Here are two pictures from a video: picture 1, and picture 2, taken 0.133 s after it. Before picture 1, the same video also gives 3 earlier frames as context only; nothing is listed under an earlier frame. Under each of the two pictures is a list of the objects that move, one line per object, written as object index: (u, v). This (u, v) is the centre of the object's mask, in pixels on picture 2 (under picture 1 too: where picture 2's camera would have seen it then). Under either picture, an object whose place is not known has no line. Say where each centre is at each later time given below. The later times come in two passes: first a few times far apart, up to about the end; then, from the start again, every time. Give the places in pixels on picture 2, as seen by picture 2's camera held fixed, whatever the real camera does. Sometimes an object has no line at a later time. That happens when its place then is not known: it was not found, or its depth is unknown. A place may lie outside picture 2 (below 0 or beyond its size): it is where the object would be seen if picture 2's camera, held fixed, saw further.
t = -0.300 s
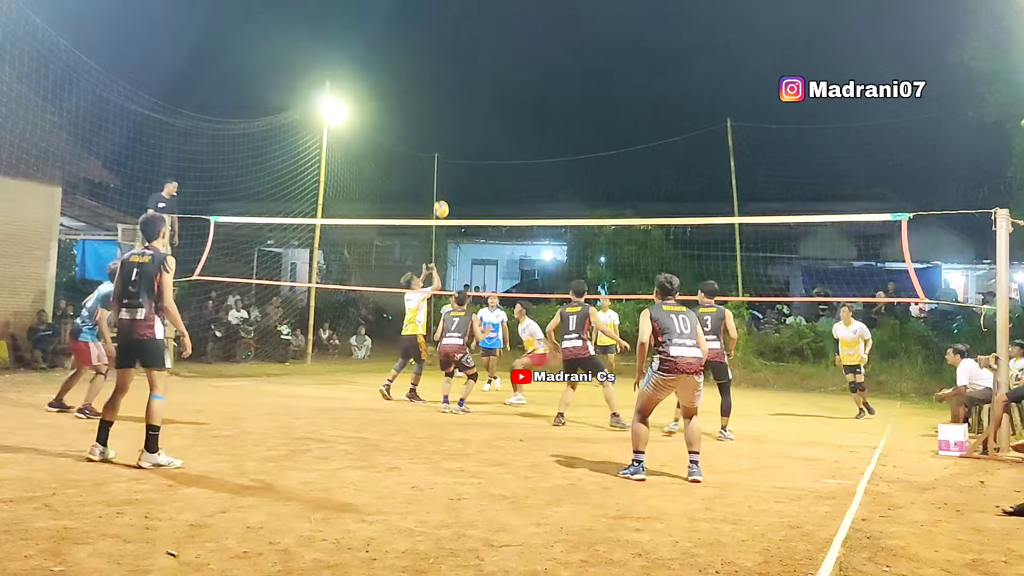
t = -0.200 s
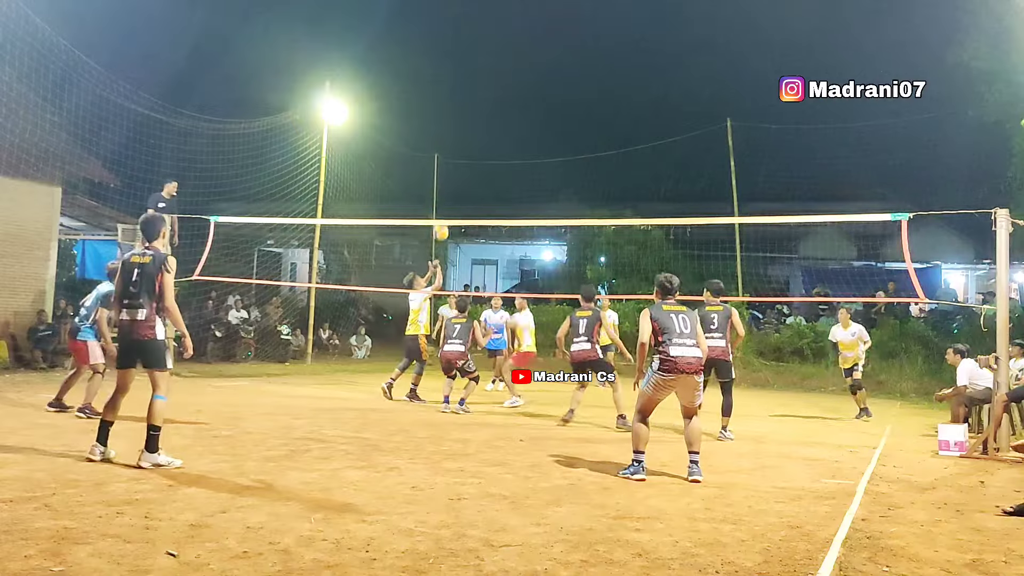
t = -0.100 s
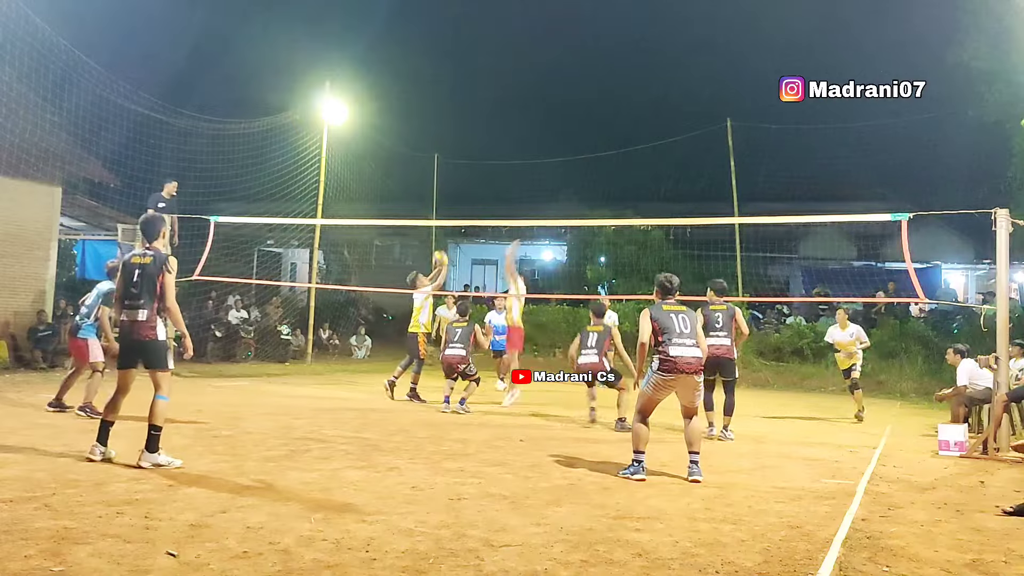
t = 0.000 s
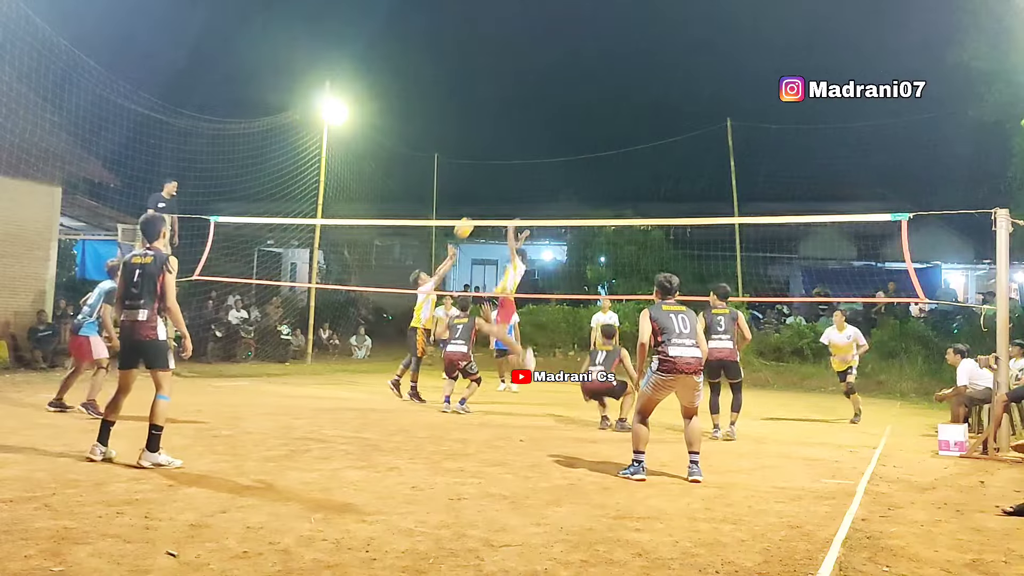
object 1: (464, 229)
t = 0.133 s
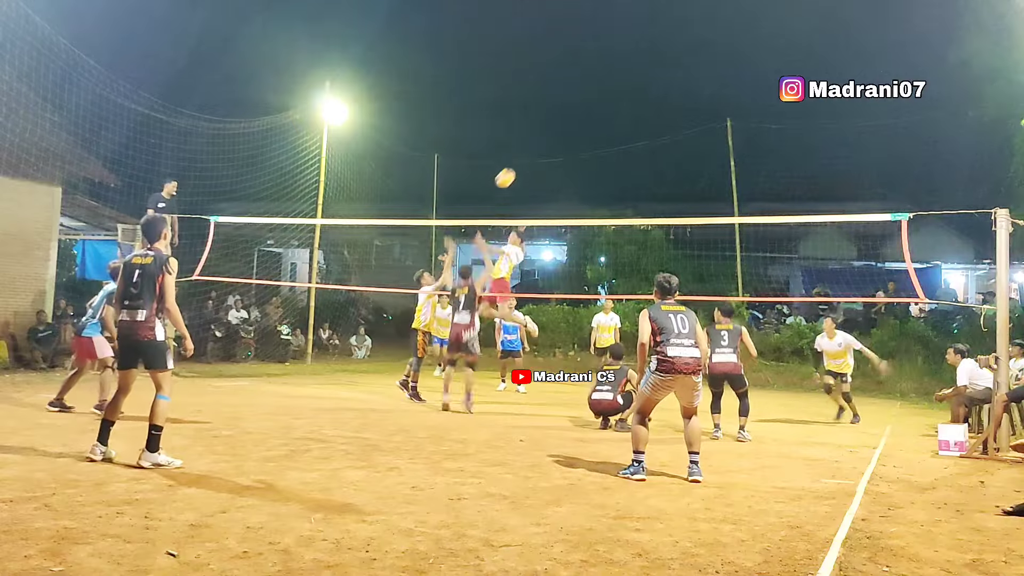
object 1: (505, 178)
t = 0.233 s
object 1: (536, 149)
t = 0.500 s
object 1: (616, 105)
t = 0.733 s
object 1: (686, 109)
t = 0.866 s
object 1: (726, 131)
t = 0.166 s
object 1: (515, 167)
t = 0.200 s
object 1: (526, 157)
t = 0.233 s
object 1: (536, 149)
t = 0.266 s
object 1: (546, 140)
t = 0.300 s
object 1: (556, 133)
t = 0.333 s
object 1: (566, 126)
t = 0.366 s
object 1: (576, 120)
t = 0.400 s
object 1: (586, 115)
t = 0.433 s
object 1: (596, 111)
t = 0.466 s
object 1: (606, 107)
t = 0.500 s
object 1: (616, 105)
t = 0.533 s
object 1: (626, 103)
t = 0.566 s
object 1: (636, 102)
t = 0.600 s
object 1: (646, 101)
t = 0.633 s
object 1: (656, 102)
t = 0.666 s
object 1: (666, 103)
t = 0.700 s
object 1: (676, 106)
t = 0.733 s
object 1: (686, 109)
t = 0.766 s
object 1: (696, 113)
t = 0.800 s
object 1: (706, 118)
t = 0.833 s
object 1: (716, 124)
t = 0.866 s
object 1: (726, 131)
